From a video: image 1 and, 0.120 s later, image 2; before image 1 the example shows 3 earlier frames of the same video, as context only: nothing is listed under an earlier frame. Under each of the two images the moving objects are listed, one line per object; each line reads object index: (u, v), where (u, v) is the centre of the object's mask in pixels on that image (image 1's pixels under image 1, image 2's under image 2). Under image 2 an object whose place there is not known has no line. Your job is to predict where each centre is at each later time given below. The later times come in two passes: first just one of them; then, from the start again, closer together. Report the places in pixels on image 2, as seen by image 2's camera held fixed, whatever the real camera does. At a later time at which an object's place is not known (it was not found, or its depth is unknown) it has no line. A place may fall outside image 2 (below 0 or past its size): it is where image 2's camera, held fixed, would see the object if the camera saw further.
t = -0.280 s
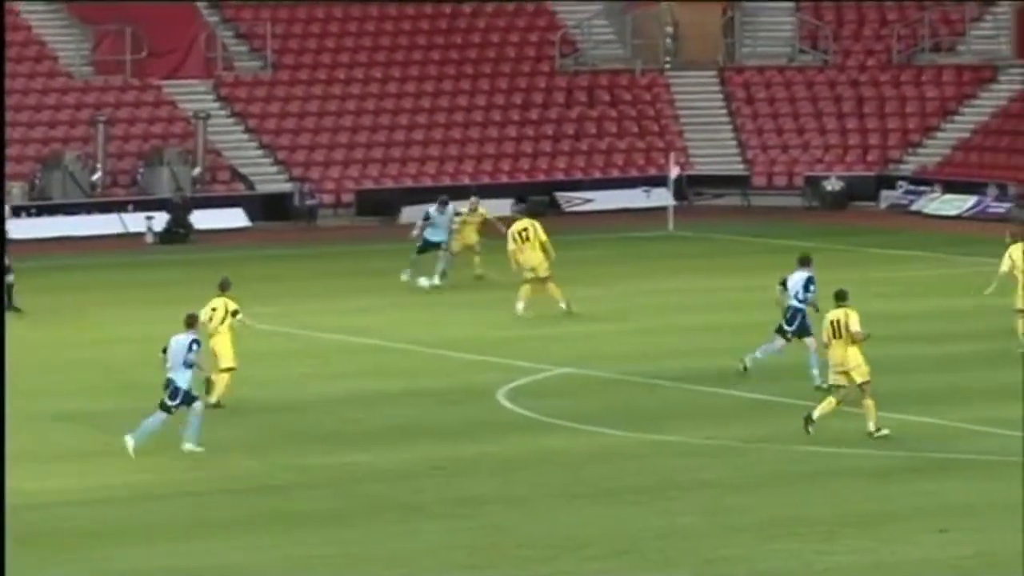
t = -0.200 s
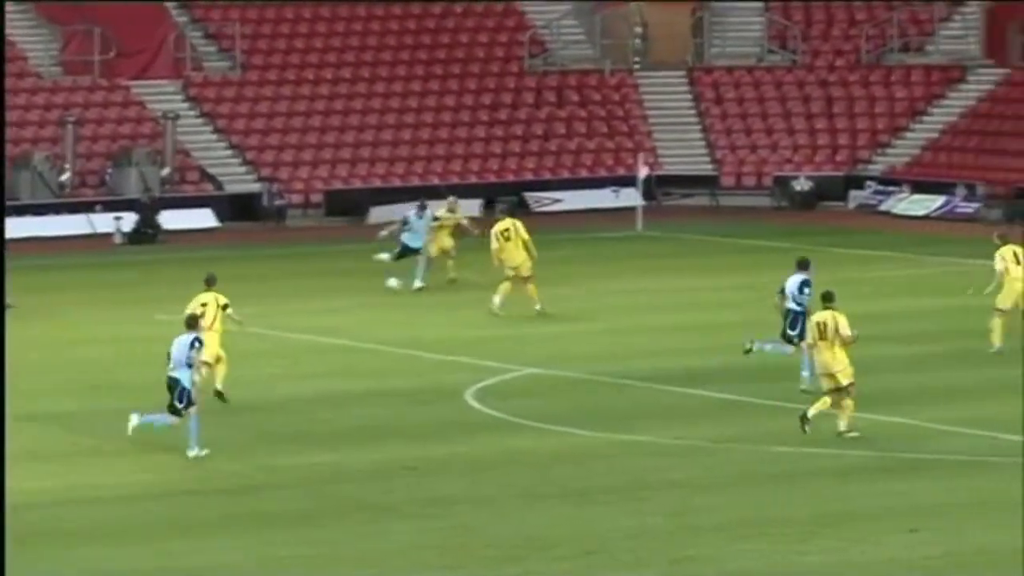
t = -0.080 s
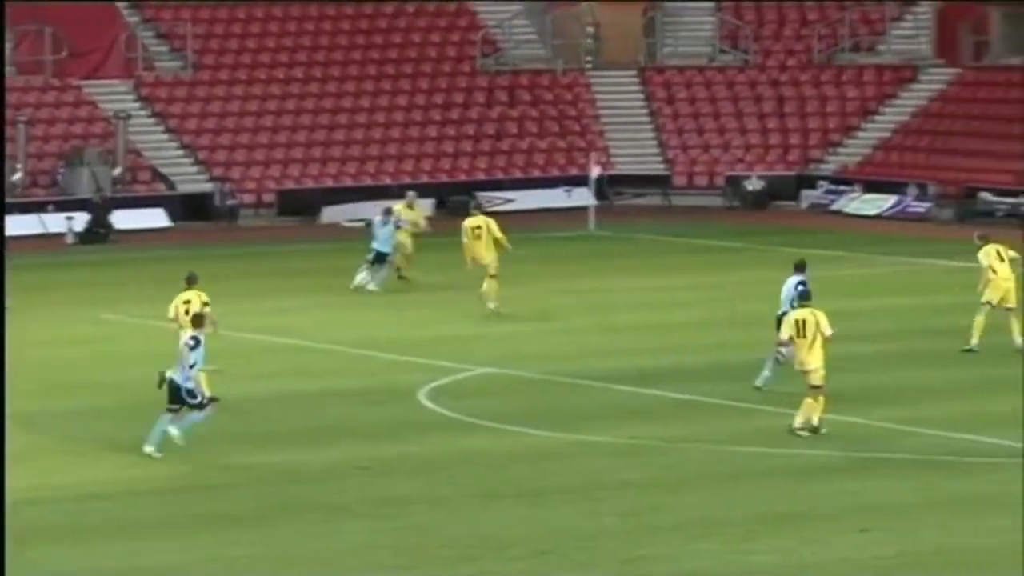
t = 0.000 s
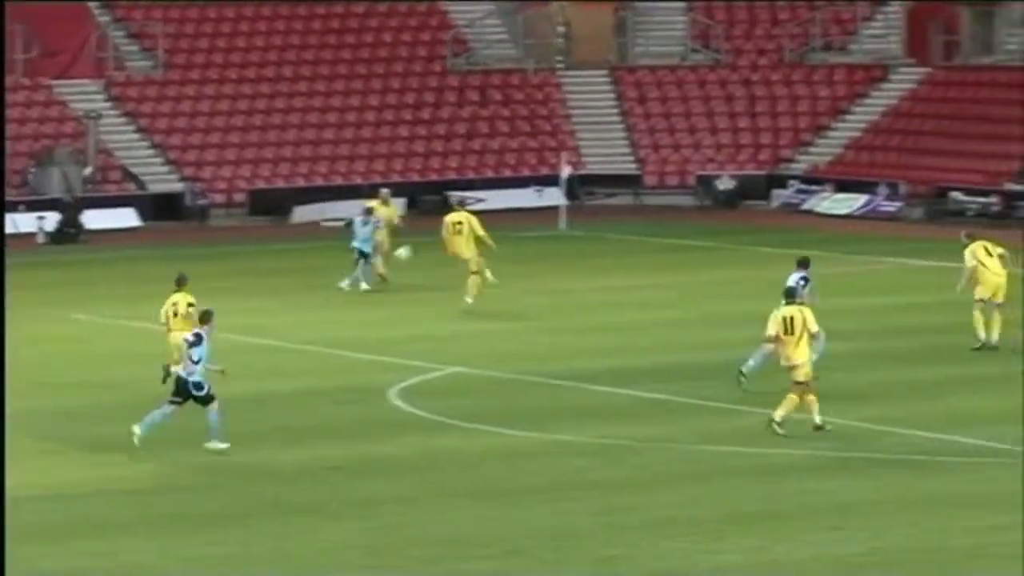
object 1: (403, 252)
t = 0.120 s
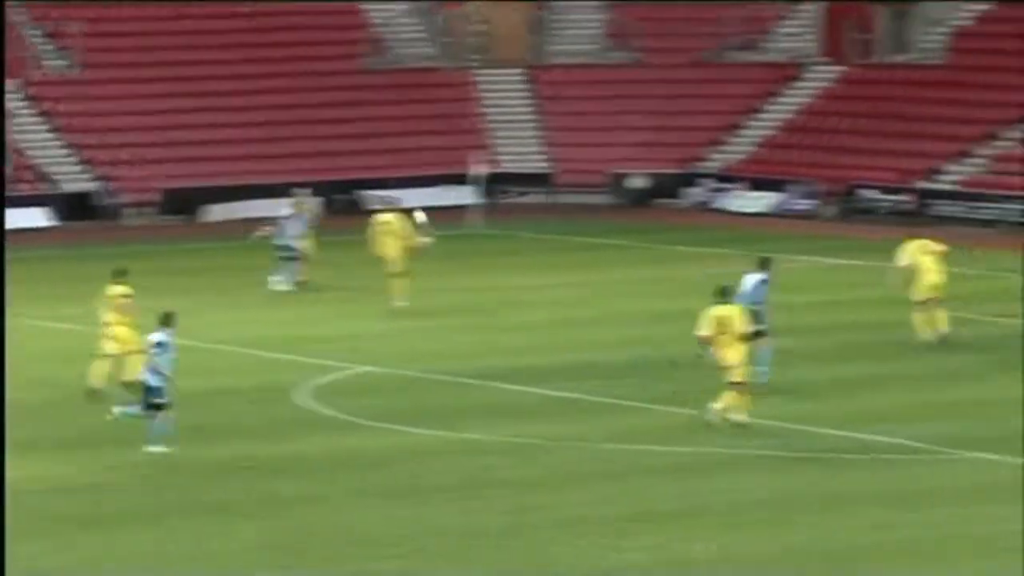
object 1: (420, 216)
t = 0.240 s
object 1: (527, 185)
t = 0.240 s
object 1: (527, 185)
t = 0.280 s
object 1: (563, 176)
